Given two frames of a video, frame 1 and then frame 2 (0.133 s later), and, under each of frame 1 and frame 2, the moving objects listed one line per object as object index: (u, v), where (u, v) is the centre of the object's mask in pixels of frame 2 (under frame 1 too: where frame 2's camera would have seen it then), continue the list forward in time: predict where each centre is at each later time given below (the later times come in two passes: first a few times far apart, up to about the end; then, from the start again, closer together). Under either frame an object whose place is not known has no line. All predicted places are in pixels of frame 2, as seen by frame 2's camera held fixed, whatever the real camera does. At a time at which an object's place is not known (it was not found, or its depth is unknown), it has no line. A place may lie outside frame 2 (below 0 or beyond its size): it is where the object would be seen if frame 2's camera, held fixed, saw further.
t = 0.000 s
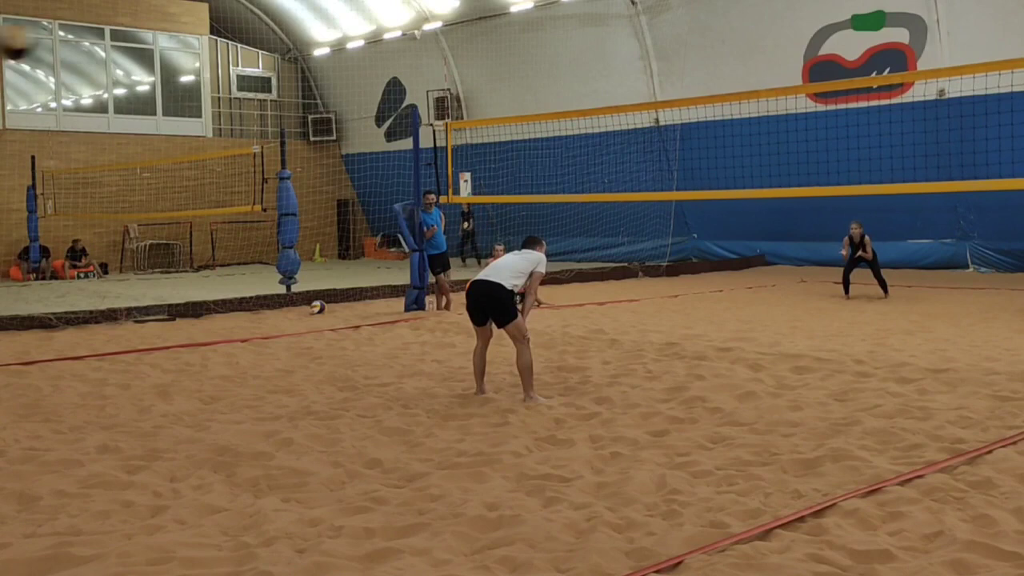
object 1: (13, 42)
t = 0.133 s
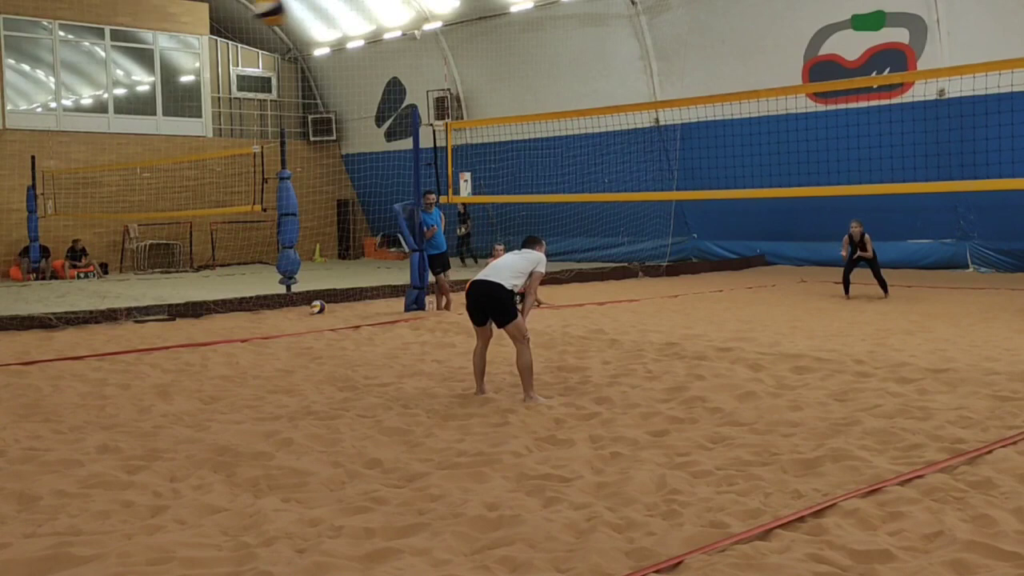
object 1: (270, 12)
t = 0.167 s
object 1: (326, 10)
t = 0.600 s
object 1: (818, 75)
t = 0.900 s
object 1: (862, 196)
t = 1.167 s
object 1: (821, 355)
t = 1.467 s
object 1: (716, 342)
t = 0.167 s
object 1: (326, 10)
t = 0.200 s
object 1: (378, 9)
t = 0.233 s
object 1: (426, 9)
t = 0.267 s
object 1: (473, 10)
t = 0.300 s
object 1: (516, 12)
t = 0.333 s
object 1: (559, 14)
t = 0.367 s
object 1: (597, 19)
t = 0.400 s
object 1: (633, 24)
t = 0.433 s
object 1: (667, 32)
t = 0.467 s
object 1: (700, 39)
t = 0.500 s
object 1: (731, 47)
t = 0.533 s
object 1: (762, 56)
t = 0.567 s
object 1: (791, 66)
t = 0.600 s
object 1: (818, 75)
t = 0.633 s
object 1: (848, 86)
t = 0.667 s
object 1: (863, 98)
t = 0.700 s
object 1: (871, 110)
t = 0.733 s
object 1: (875, 125)
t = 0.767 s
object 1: (877, 139)
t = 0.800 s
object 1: (876, 154)
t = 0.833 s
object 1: (873, 171)
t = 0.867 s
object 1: (867, 183)
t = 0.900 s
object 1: (862, 196)
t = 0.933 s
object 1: (855, 211)
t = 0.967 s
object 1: (850, 227)
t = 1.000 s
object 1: (847, 244)
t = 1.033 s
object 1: (842, 263)
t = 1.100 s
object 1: (830, 305)
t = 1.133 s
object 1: (826, 329)
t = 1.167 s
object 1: (821, 355)
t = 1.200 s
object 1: (812, 353)
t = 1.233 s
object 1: (801, 348)
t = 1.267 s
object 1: (788, 343)
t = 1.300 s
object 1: (777, 339)
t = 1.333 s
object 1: (765, 337)
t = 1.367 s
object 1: (753, 335)
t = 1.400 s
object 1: (741, 336)
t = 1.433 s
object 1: (730, 339)
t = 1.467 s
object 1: (716, 342)
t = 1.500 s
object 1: (704, 346)
